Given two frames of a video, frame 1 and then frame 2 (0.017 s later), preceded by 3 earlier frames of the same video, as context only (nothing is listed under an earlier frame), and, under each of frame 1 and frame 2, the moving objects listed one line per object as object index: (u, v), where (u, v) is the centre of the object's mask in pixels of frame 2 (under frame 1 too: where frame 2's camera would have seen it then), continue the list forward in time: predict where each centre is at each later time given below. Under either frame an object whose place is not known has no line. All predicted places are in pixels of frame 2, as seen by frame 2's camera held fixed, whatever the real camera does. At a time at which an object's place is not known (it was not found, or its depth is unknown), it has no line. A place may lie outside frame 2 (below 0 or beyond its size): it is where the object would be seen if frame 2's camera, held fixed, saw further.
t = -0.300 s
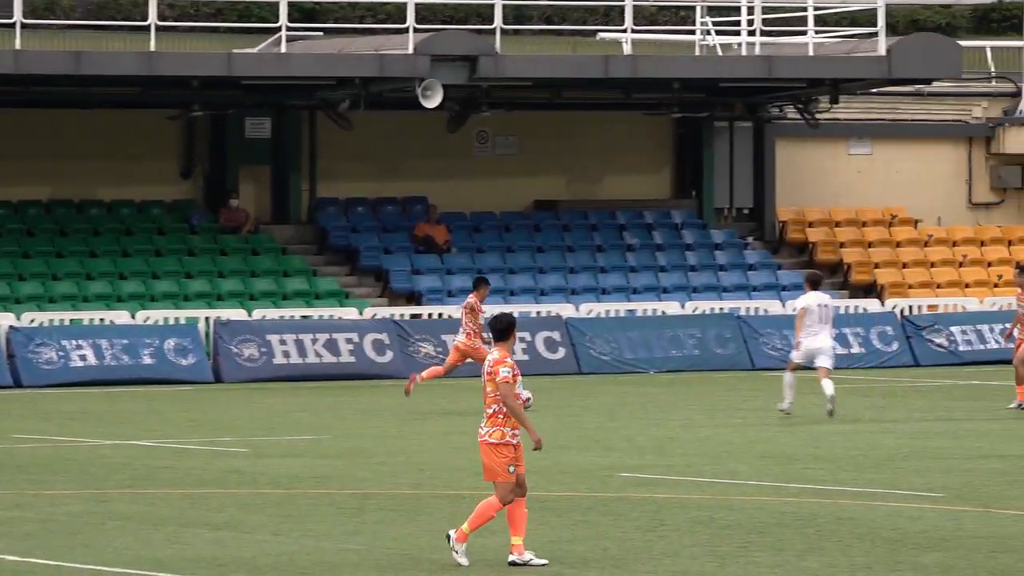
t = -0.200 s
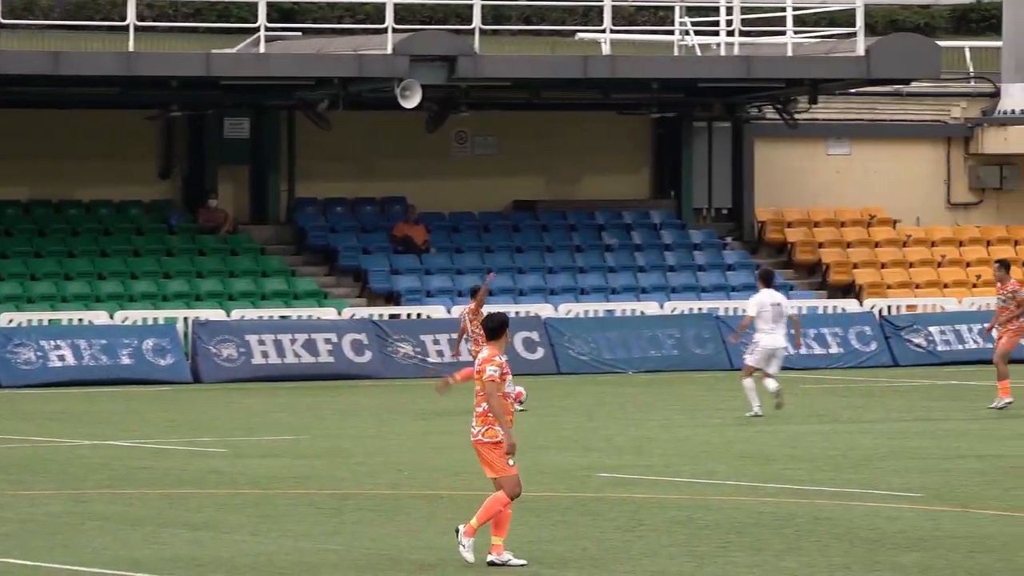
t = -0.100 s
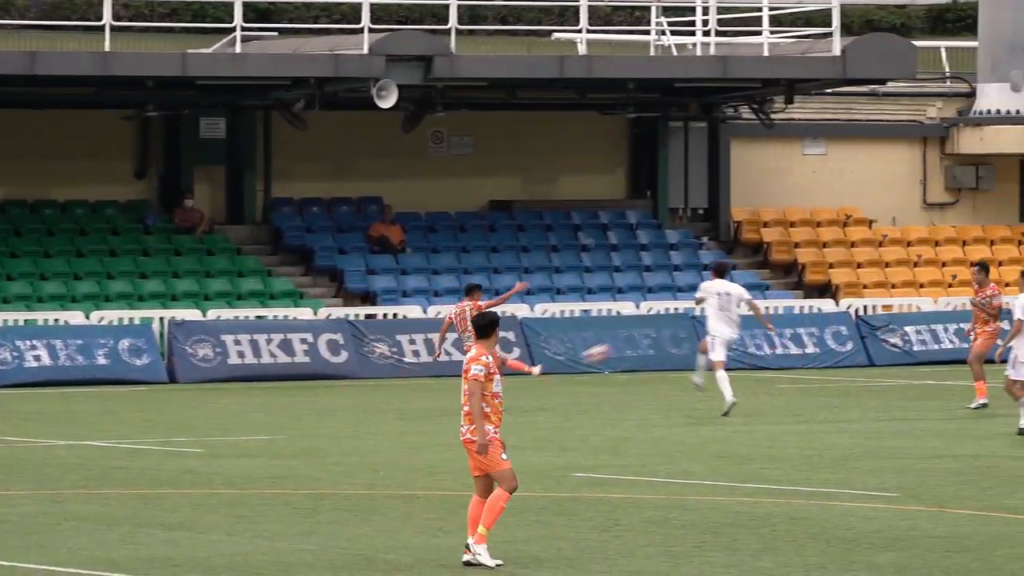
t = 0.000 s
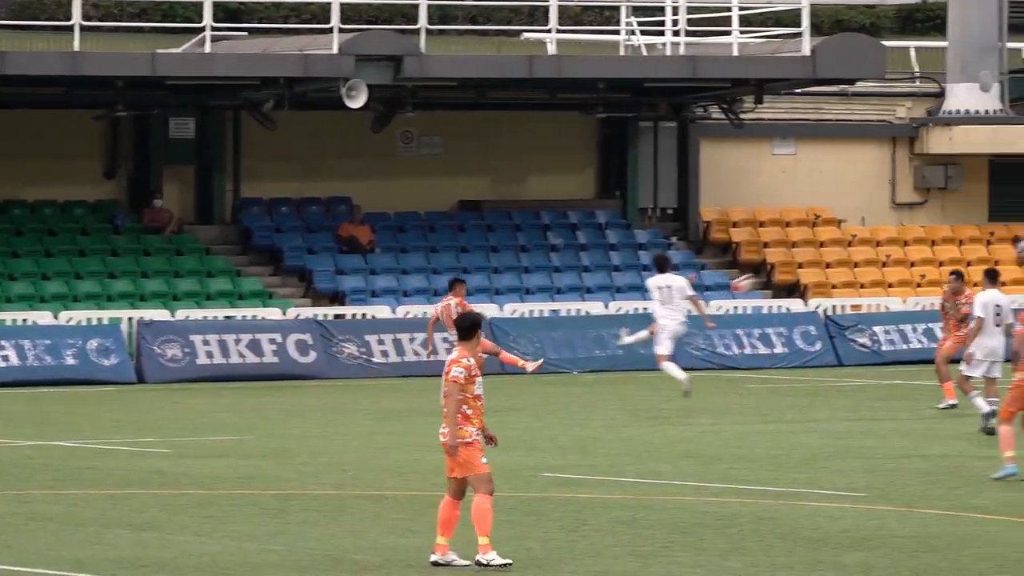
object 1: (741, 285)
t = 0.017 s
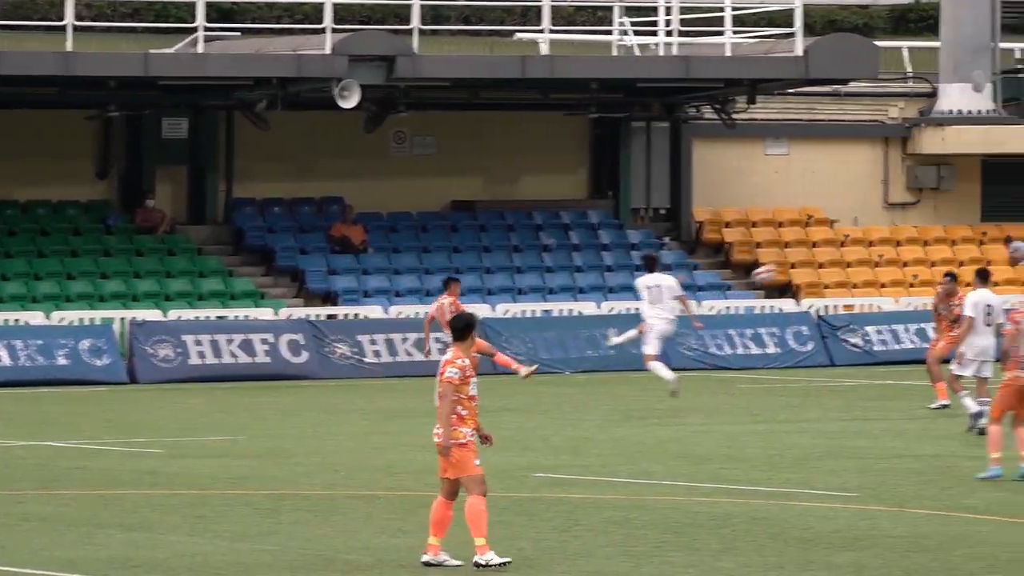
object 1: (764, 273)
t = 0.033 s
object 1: (789, 264)
